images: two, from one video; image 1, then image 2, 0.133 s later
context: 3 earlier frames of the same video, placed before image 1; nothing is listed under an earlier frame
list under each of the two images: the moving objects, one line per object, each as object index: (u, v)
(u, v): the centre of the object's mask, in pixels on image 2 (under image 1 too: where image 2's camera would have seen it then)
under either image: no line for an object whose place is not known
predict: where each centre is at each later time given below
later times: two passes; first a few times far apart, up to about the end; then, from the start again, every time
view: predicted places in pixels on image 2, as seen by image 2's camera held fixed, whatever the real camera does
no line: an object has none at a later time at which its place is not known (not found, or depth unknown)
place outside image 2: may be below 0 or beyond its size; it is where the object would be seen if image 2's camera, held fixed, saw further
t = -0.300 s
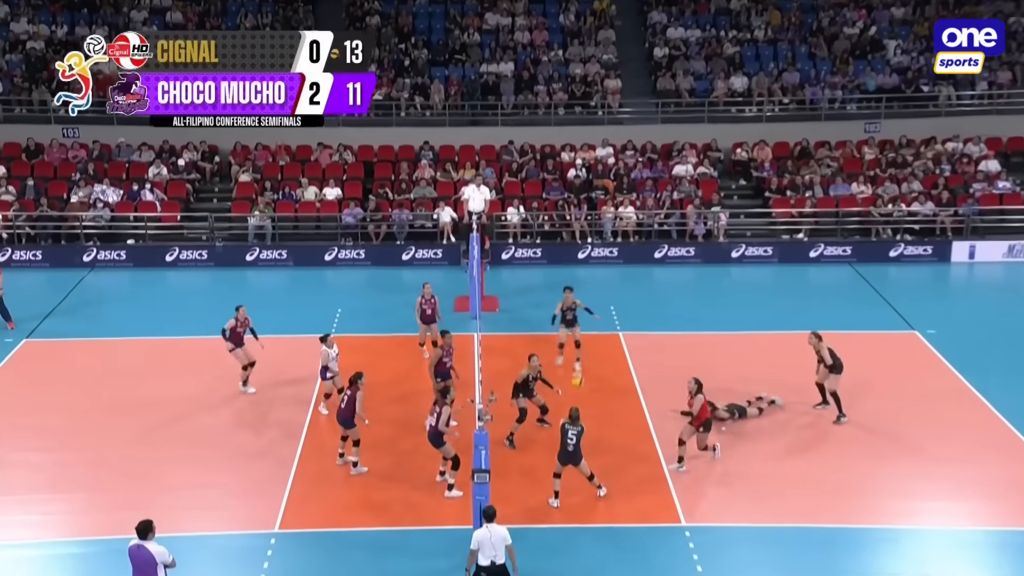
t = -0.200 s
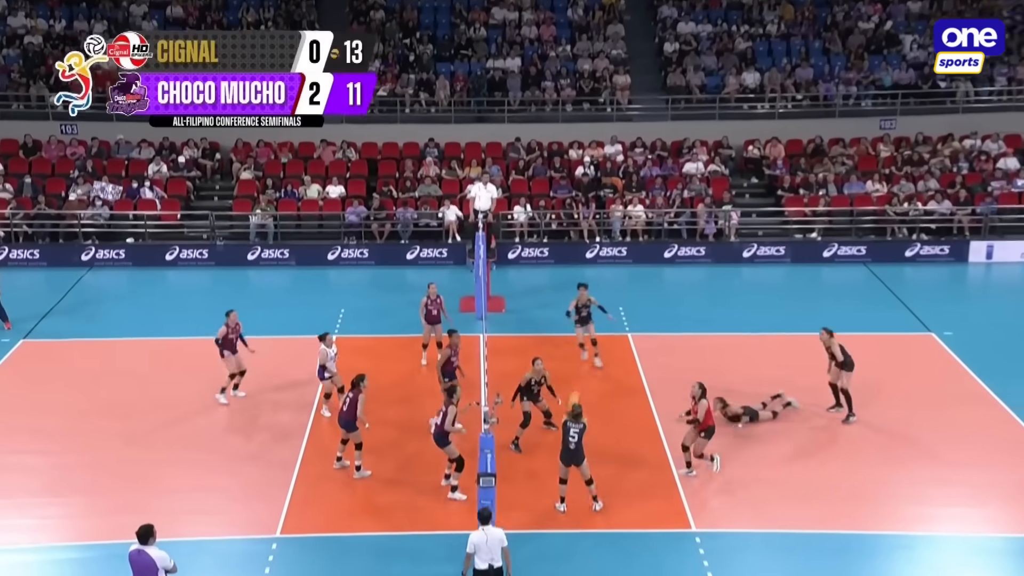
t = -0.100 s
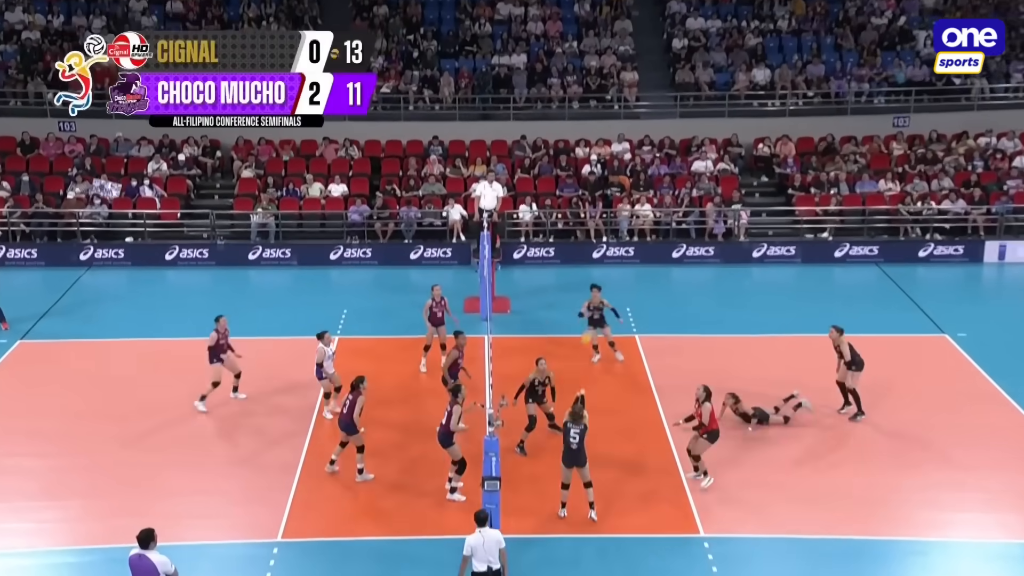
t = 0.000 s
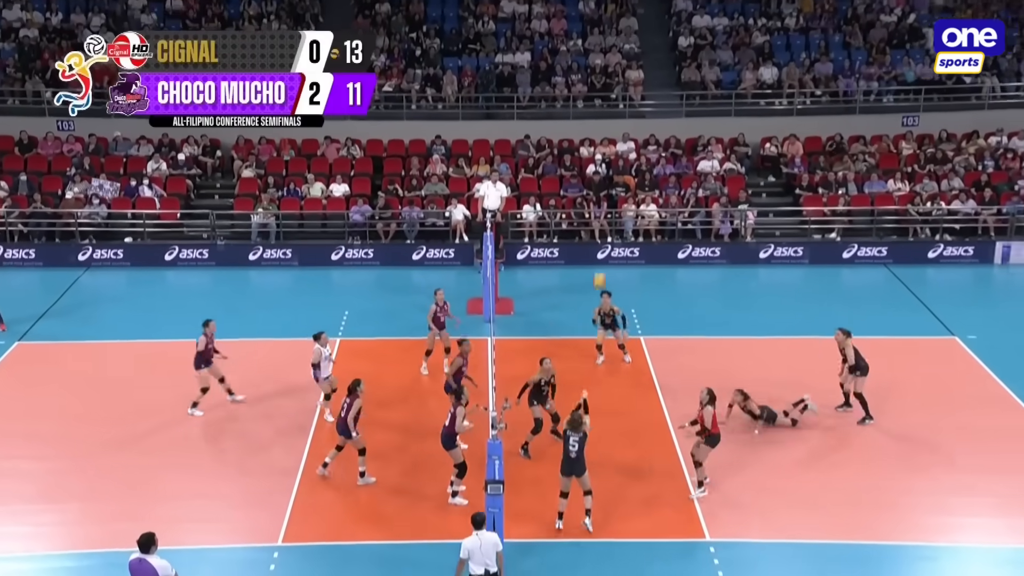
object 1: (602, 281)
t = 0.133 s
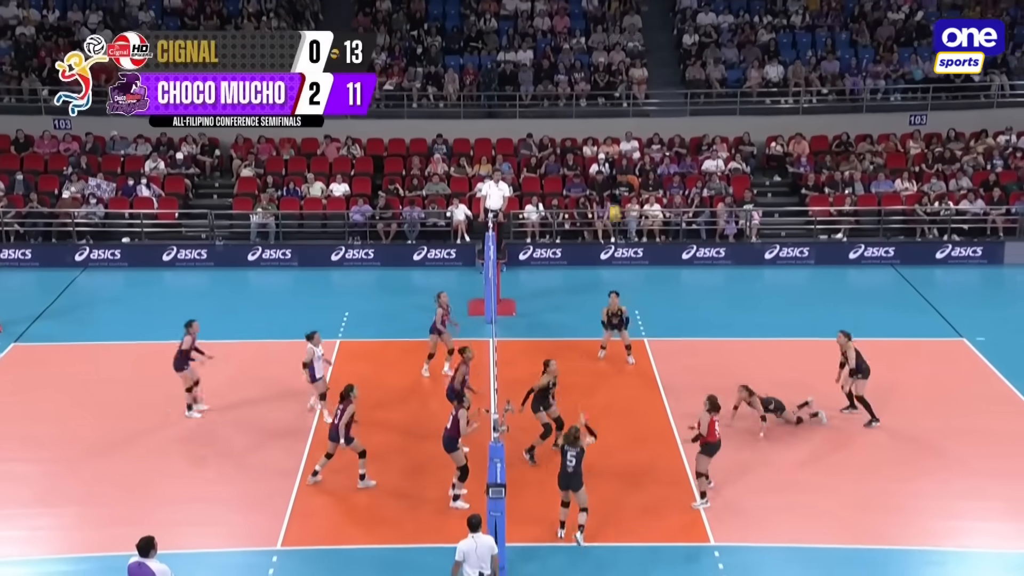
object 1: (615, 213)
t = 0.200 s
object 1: (620, 184)
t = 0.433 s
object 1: (640, 110)
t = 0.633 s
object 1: (656, 77)
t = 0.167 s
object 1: (618, 197)
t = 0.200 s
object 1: (620, 184)
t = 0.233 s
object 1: (624, 171)
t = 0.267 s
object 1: (626, 161)
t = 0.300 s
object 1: (629, 148)
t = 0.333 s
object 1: (633, 137)
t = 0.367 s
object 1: (636, 128)
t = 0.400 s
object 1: (638, 117)
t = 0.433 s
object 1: (640, 110)
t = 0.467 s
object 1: (644, 102)
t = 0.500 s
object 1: (646, 95)
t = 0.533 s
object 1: (649, 89)
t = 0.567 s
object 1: (652, 85)
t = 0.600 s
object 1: (654, 80)
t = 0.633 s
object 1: (656, 77)
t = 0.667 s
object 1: (659, 74)
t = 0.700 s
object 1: (662, 73)
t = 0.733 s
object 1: (664, 72)
